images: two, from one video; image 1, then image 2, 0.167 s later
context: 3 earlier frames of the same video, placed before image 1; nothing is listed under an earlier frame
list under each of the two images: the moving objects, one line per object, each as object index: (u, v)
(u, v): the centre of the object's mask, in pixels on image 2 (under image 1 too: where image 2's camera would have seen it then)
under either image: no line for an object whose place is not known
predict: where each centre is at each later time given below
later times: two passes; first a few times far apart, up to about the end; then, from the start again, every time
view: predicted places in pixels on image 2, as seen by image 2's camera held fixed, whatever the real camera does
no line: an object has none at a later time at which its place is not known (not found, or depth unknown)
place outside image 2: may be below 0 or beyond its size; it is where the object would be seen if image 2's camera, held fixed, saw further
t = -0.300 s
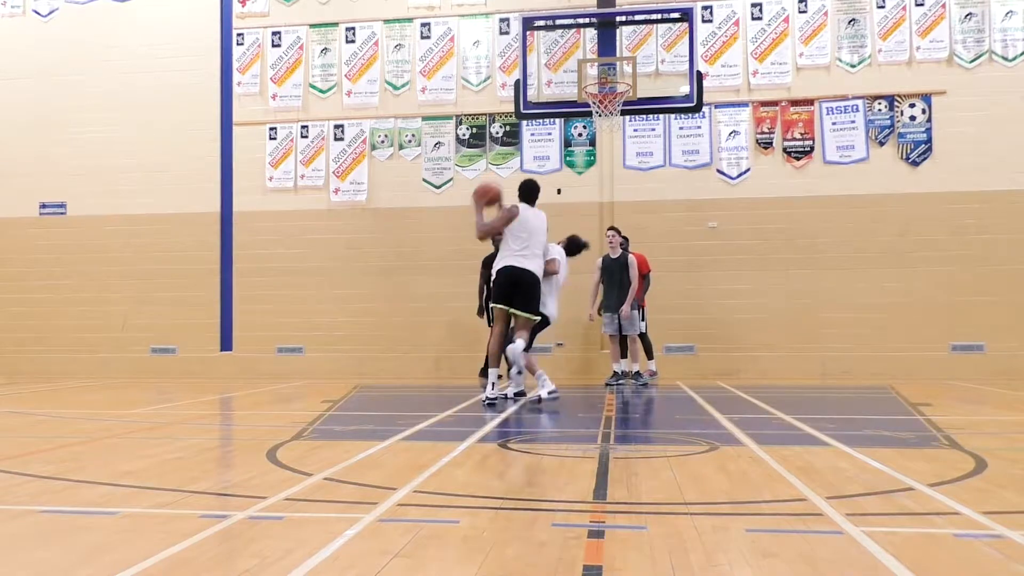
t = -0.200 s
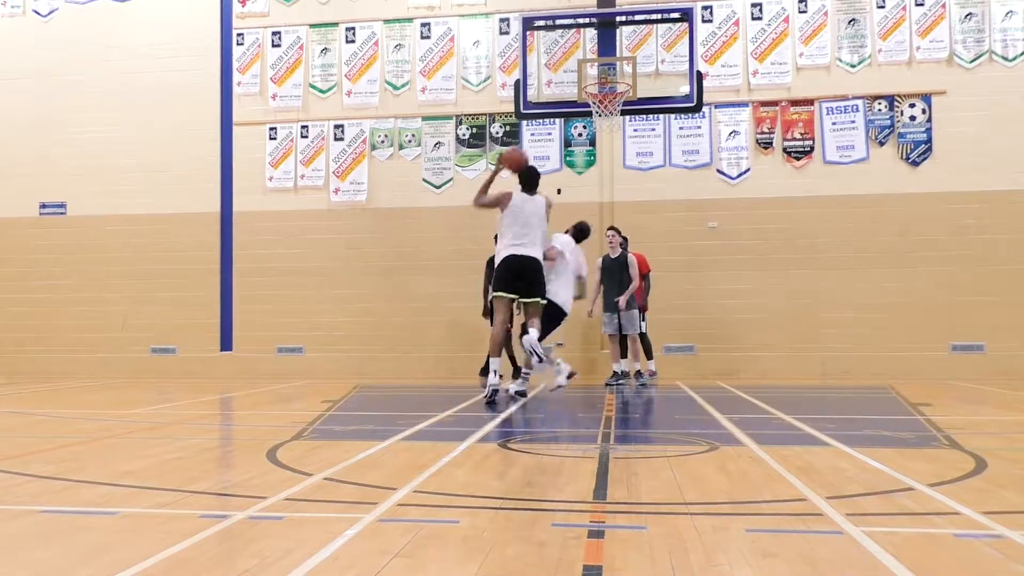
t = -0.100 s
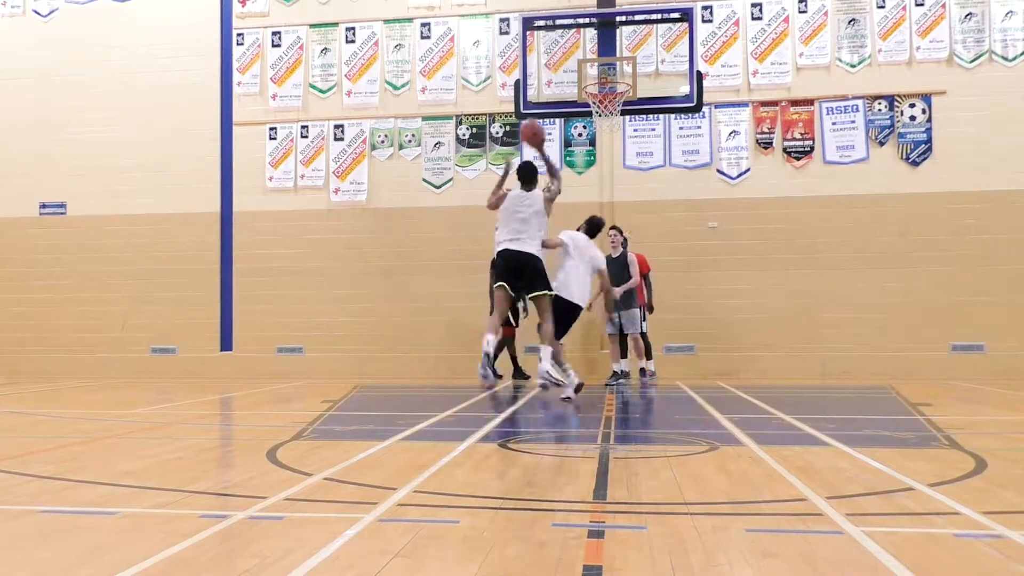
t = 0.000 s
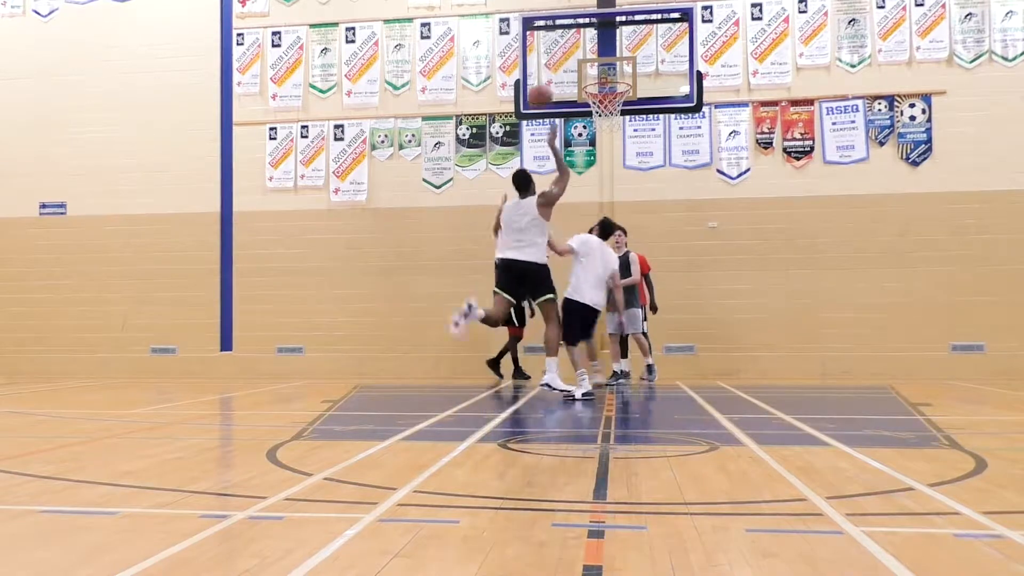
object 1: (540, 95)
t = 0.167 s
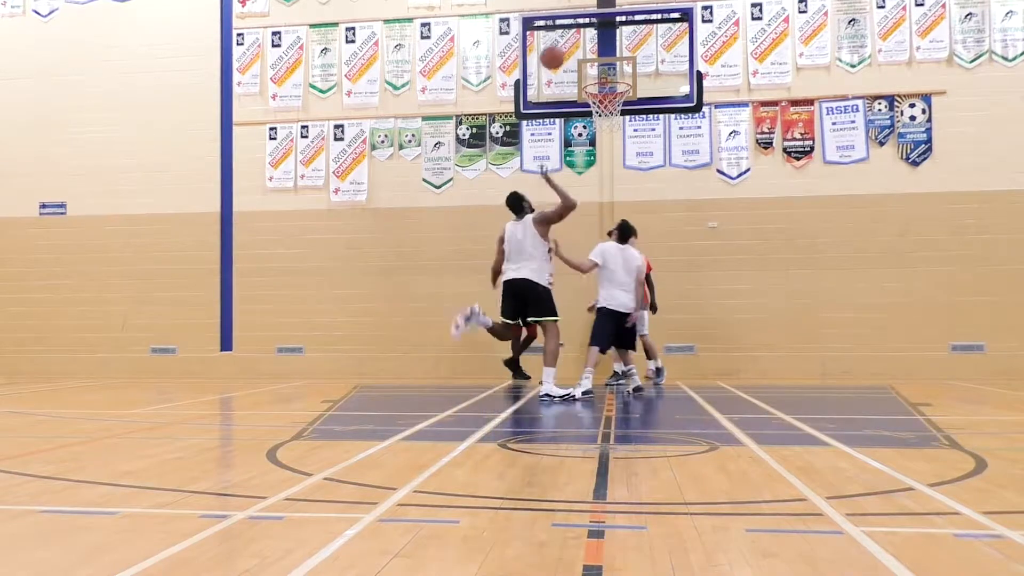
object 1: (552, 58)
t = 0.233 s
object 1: (557, 50)
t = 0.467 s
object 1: (573, 58)
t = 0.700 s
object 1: (574, 87)
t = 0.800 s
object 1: (567, 90)
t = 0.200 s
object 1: (554, 53)
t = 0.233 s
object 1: (557, 50)
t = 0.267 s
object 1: (559, 47)
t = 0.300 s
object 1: (562, 46)
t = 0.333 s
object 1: (564, 47)
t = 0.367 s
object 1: (566, 48)
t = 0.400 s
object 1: (569, 50)
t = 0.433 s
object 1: (571, 54)
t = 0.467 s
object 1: (573, 58)
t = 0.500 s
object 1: (575, 63)
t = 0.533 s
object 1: (577, 69)
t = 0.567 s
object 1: (580, 78)
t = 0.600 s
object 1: (581, 84)
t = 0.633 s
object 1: (579, 85)
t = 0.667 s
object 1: (576, 87)
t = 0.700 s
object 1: (574, 87)
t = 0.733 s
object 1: (572, 87)
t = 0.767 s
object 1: (569, 88)
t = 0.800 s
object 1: (567, 90)
